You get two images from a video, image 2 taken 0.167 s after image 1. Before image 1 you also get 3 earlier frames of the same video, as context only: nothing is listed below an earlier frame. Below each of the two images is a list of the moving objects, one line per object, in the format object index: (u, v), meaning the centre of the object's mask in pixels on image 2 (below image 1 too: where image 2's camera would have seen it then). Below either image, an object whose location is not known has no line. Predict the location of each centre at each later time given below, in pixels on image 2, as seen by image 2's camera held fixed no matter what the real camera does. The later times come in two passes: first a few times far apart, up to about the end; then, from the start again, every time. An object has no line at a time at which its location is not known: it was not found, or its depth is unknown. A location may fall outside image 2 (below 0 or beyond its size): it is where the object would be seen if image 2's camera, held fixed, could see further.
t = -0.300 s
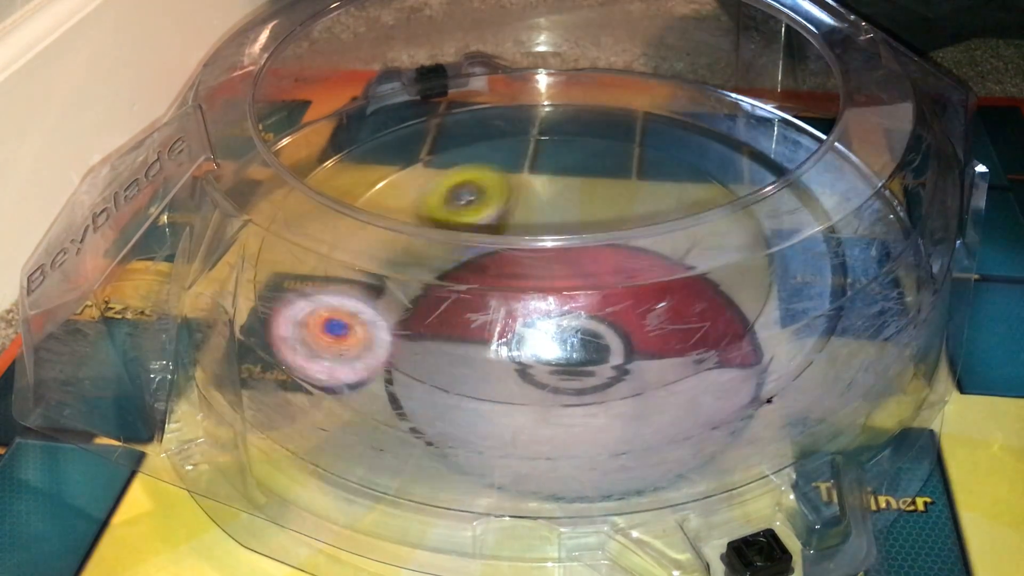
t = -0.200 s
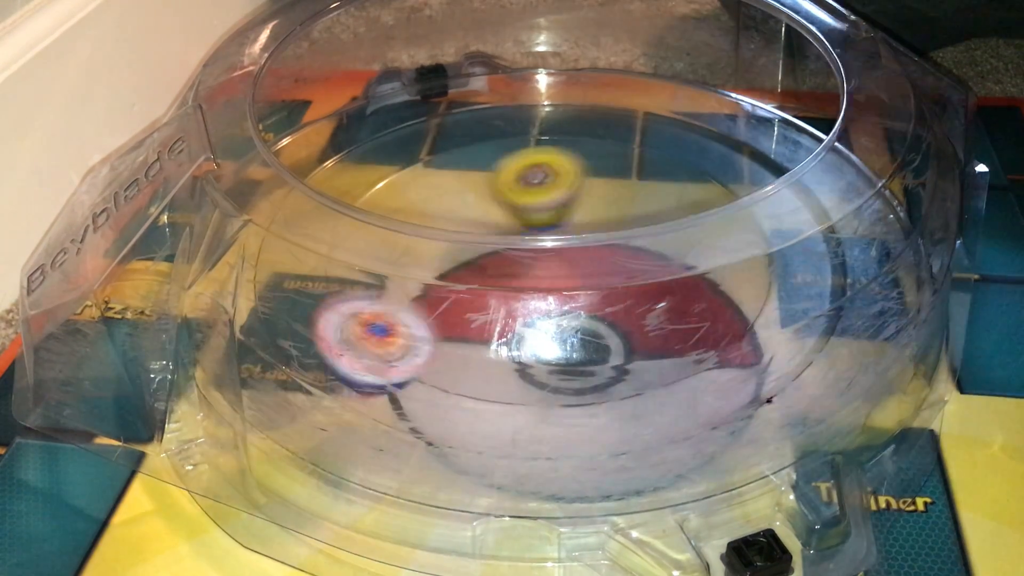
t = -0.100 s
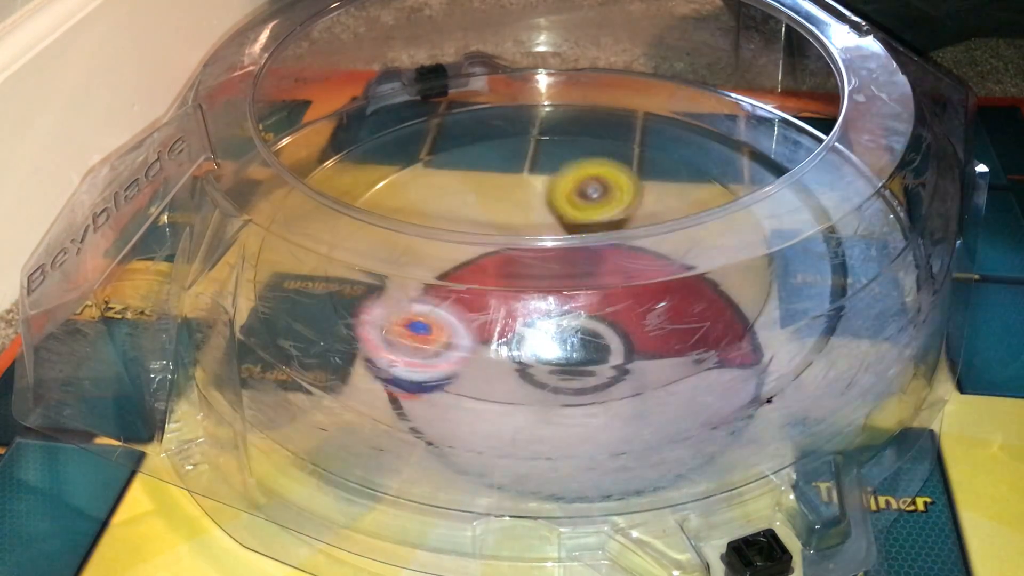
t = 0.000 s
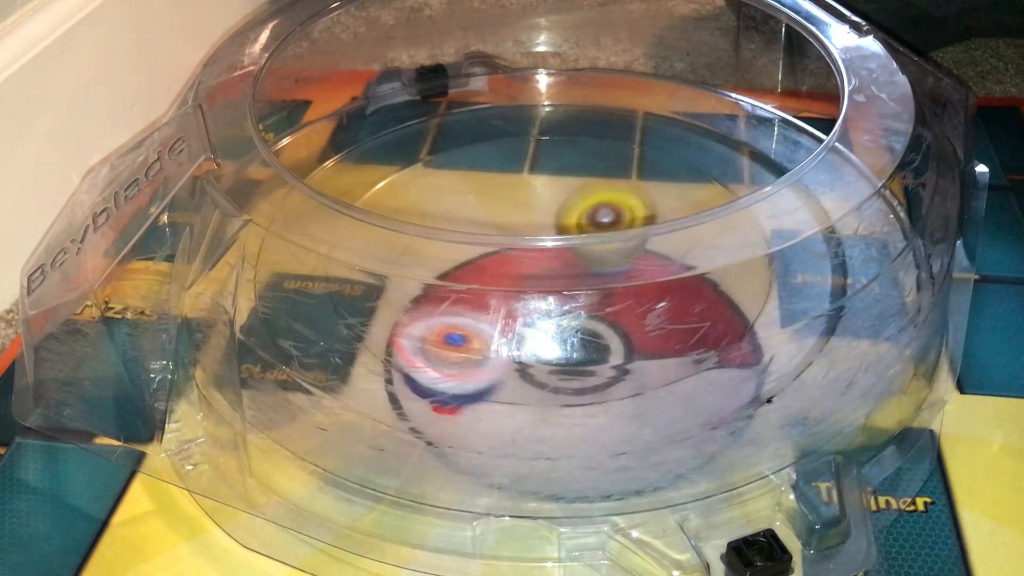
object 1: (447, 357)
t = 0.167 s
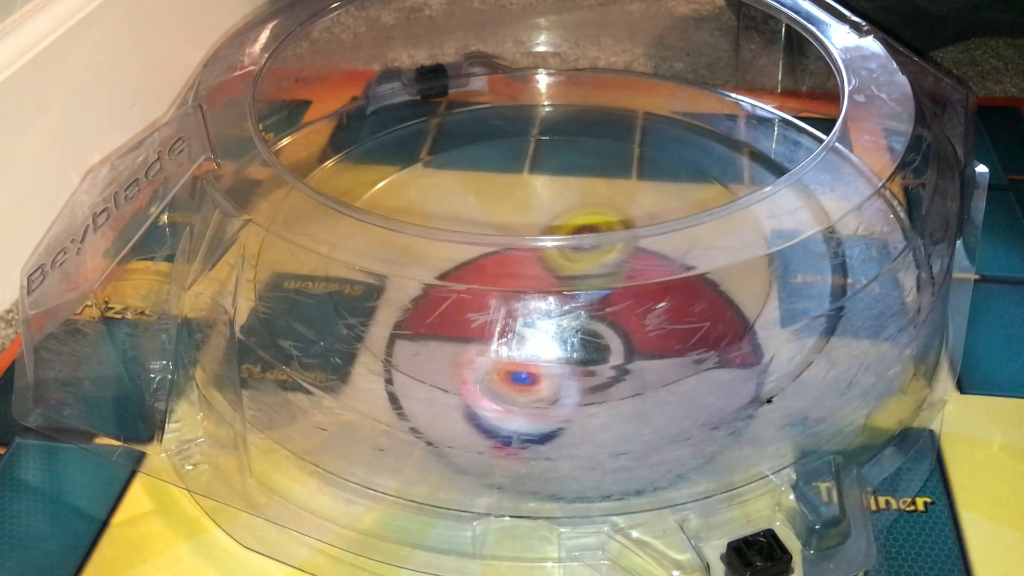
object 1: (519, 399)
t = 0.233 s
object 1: (552, 392)
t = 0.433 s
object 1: (650, 384)
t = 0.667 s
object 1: (757, 345)
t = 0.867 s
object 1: (817, 284)
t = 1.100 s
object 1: (830, 215)
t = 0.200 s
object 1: (535, 396)
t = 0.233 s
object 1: (552, 392)
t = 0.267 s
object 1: (568, 388)
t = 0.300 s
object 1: (584, 387)
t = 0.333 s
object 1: (597, 386)
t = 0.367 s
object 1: (615, 386)
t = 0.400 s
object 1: (632, 384)
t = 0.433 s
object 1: (650, 384)
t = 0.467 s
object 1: (664, 381)
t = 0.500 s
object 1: (680, 376)
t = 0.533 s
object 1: (694, 368)
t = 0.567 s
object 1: (707, 363)
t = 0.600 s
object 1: (726, 358)
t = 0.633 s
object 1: (744, 351)
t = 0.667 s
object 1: (757, 345)
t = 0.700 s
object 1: (771, 335)
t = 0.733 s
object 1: (782, 326)
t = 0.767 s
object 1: (793, 314)
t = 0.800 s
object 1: (801, 307)
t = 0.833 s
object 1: (810, 294)
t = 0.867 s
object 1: (817, 284)
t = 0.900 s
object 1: (823, 278)
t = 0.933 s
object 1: (830, 269)
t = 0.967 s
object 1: (831, 253)
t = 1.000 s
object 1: (834, 245)
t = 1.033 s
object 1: (837, 242)
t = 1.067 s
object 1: (831, 224)
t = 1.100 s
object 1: (830, 215)
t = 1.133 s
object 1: (826, 206)
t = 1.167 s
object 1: (825, 198)
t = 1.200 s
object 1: (824, 190)
